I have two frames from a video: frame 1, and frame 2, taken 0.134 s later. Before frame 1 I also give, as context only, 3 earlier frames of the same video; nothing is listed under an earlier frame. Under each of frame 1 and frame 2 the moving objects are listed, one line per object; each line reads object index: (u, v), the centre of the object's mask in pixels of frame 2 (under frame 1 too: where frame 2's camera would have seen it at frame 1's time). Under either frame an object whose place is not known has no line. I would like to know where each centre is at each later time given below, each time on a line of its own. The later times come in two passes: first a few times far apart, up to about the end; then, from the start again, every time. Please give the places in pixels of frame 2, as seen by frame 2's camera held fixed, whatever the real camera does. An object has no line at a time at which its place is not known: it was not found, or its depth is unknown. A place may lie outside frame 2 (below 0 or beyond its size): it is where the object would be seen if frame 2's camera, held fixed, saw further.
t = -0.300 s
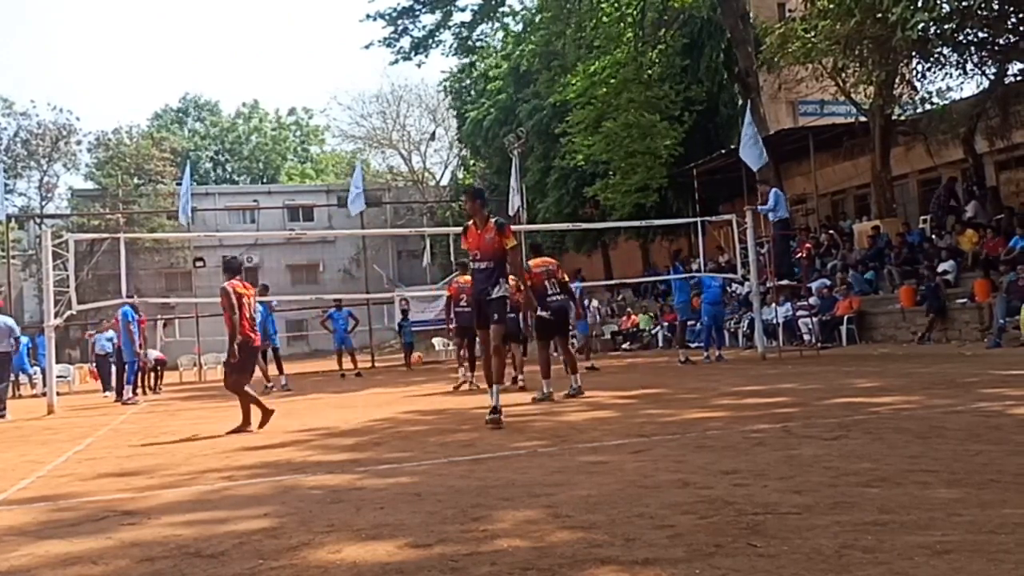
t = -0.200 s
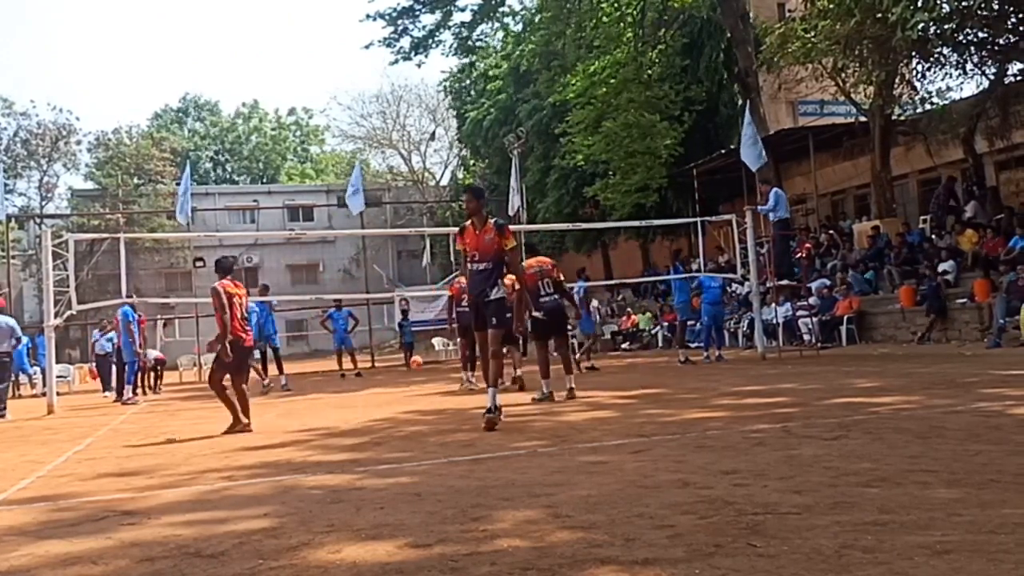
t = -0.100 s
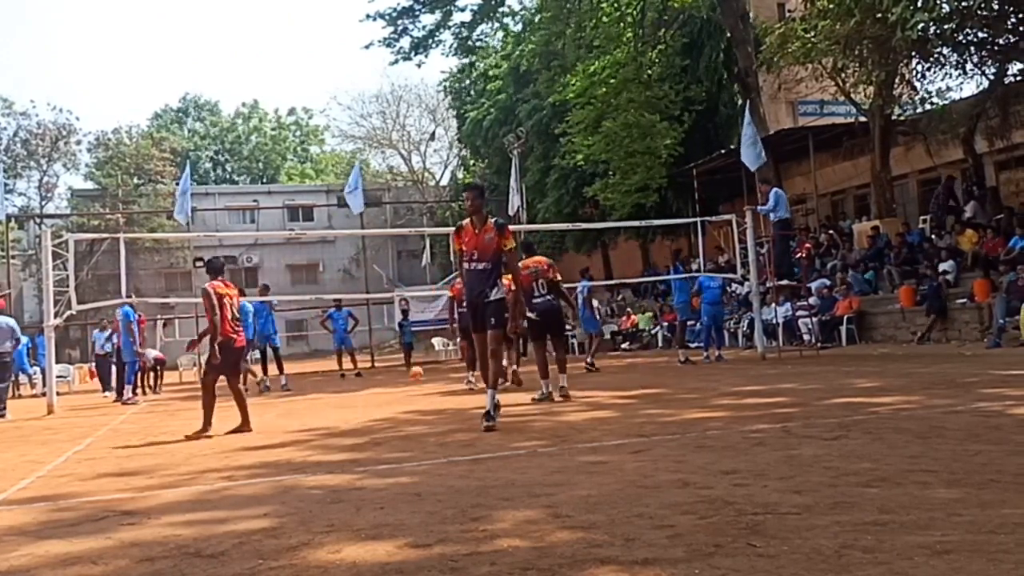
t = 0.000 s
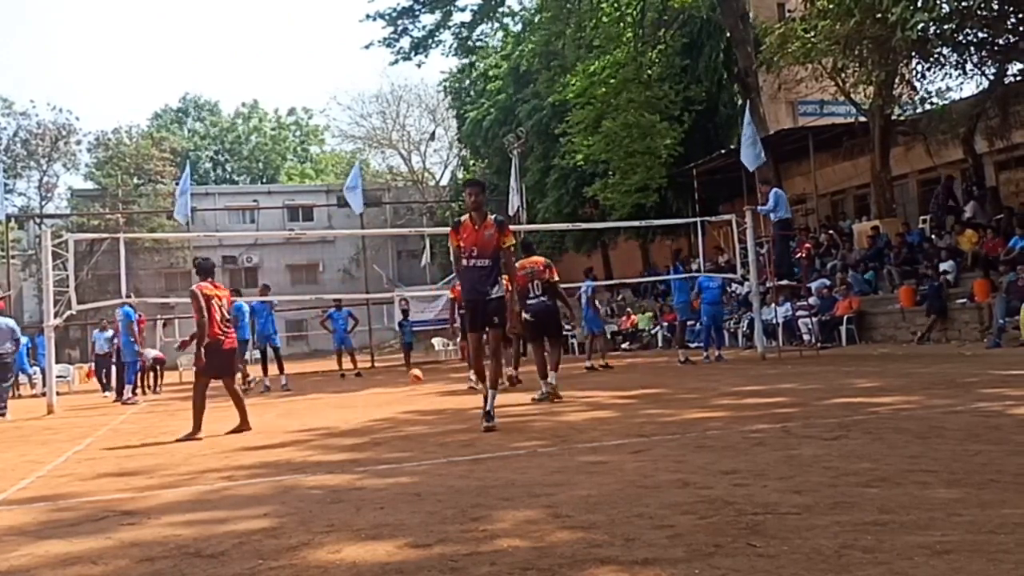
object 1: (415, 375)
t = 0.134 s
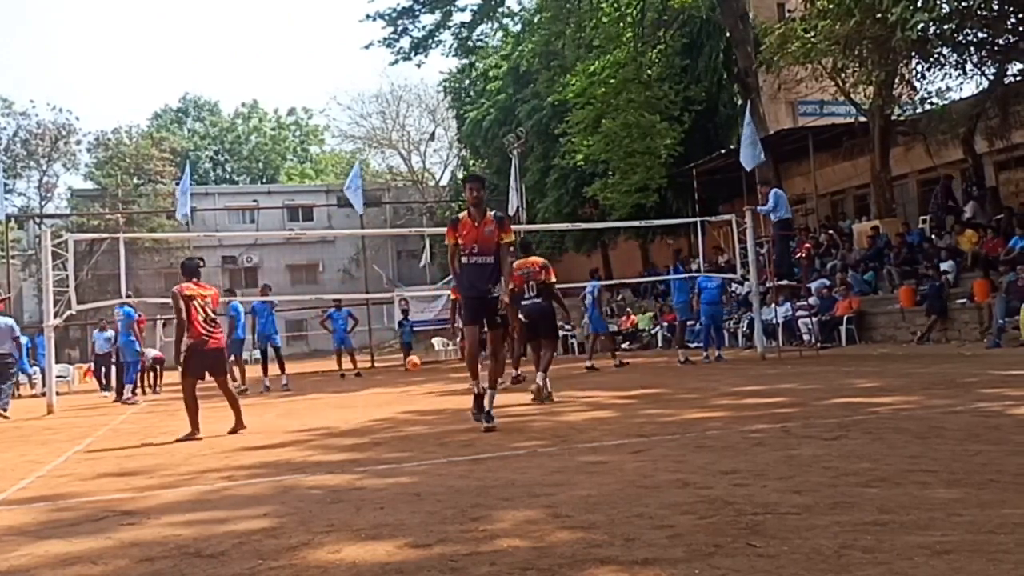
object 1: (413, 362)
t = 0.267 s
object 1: (411, 362)
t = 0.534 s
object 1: (409, 387)
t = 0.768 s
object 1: (404, 376)
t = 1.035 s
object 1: (398, 390)
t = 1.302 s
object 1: (387, 402)
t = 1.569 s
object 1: (370, 415)
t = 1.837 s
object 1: (349, 435)
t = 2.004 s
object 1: (329, 438)
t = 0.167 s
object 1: (412, 361)
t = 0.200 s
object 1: (412, 361)
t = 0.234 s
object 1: (412, 361)
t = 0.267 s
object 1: (411, 362)
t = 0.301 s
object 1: (411, 363)
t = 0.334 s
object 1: (410, 364)
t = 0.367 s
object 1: (410, 368)
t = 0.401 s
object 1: (410, 372)
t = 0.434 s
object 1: (410, 377)
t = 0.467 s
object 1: (410, 384)
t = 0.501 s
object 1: (409, 391)
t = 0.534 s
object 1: (409, 387)
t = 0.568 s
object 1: (408, 382)
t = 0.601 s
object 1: (407, 380)
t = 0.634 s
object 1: (406, 377)
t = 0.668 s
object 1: (406, 376)
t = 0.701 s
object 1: (406, 375)
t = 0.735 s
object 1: (405, 375)
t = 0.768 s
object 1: (404, 376)
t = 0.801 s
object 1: (404, 378)
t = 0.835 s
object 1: (403, 381)
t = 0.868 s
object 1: (403, 386)
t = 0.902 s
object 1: (402, 391)
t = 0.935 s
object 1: (402, 398)
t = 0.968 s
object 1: (401, 398)
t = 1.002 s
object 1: (400, 393)
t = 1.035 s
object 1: (398, 390)
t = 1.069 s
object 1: (396, 387)
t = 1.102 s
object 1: (395, 385)
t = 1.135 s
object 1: (394, 385)
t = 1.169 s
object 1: (392, 386)
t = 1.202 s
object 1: (391, 387)
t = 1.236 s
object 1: (389, 390)
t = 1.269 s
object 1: (388, 395)
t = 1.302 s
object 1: (387, 402)
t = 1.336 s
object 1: (385, 410)
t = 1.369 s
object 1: (384, 414)
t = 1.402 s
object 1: (382, 411)
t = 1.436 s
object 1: (379, 408)
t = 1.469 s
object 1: (377, 408)
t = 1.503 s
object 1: (375, 408)
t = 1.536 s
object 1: (373, 410)
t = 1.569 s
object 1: (370, 415)
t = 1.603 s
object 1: (368, 419)
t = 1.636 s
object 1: (366, 425)
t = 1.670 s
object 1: (363, 426)
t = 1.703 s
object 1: (360, 424)
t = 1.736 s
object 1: (357, 425)
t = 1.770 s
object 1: (354, 427)
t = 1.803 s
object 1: (352, 430)
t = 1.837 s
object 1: (349, 435)
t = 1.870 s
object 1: (345, 438)
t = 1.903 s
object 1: (341, 436)
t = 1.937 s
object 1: (337, 435)
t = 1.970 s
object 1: (333, 436)
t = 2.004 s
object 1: (329, 438)
